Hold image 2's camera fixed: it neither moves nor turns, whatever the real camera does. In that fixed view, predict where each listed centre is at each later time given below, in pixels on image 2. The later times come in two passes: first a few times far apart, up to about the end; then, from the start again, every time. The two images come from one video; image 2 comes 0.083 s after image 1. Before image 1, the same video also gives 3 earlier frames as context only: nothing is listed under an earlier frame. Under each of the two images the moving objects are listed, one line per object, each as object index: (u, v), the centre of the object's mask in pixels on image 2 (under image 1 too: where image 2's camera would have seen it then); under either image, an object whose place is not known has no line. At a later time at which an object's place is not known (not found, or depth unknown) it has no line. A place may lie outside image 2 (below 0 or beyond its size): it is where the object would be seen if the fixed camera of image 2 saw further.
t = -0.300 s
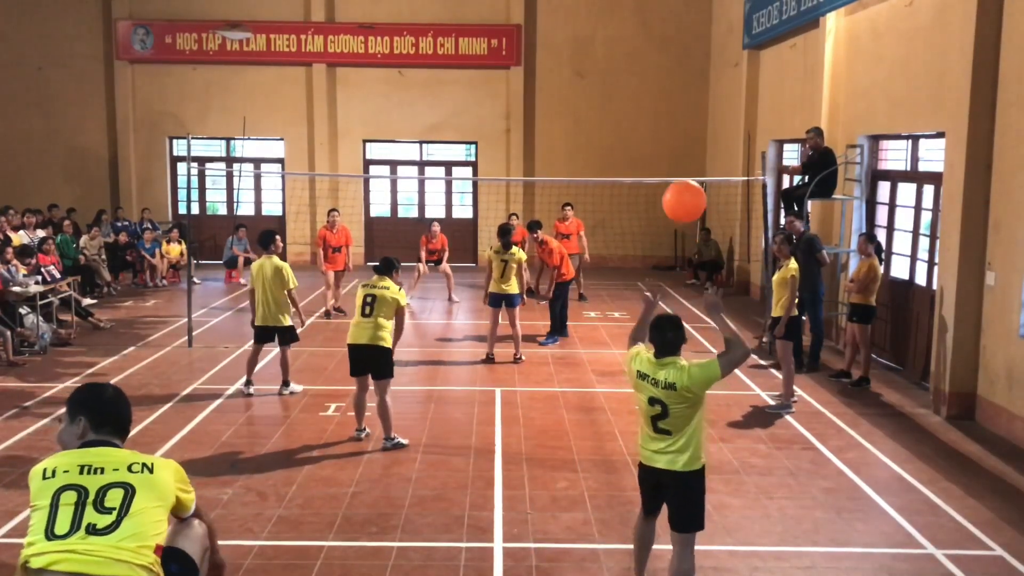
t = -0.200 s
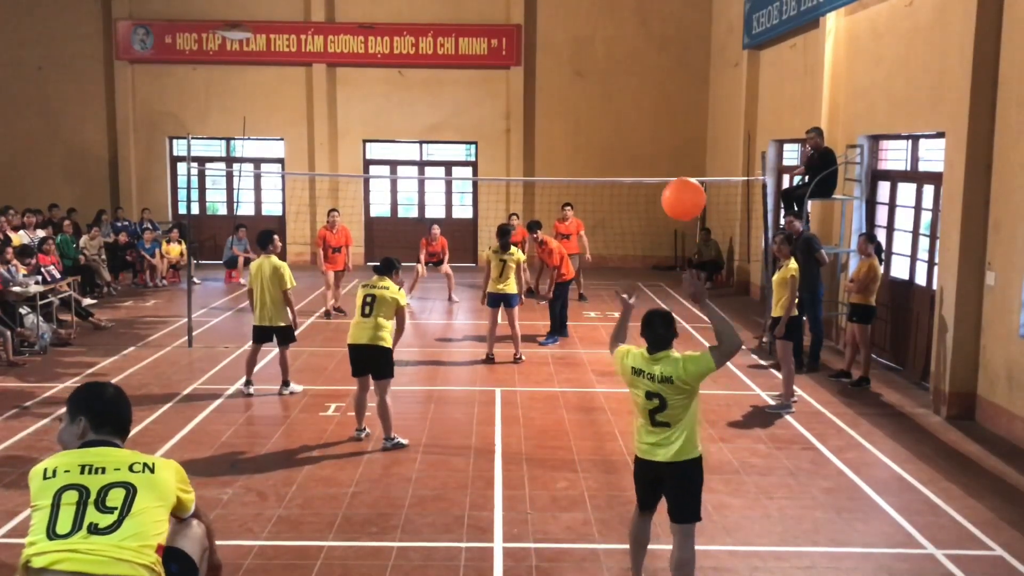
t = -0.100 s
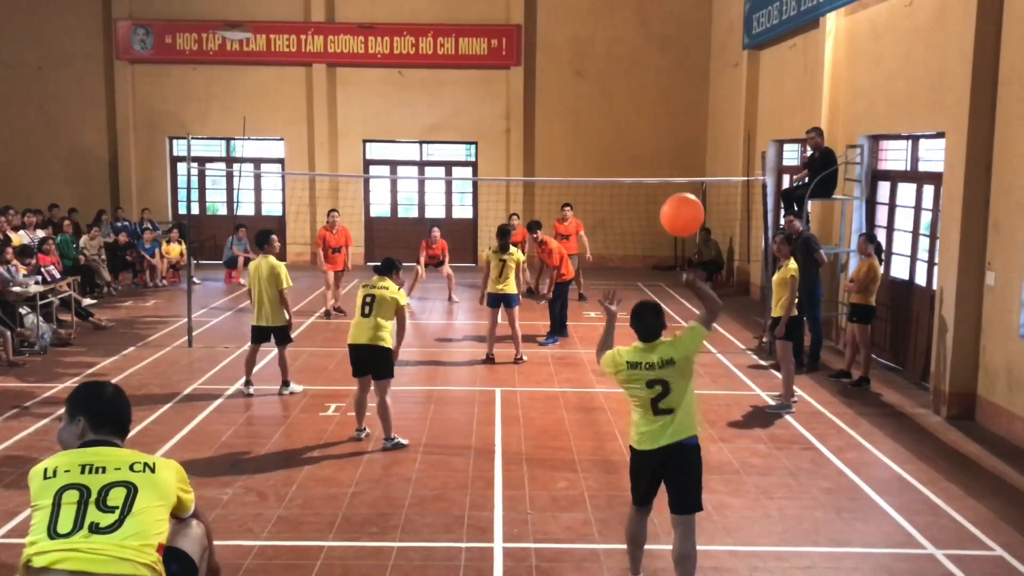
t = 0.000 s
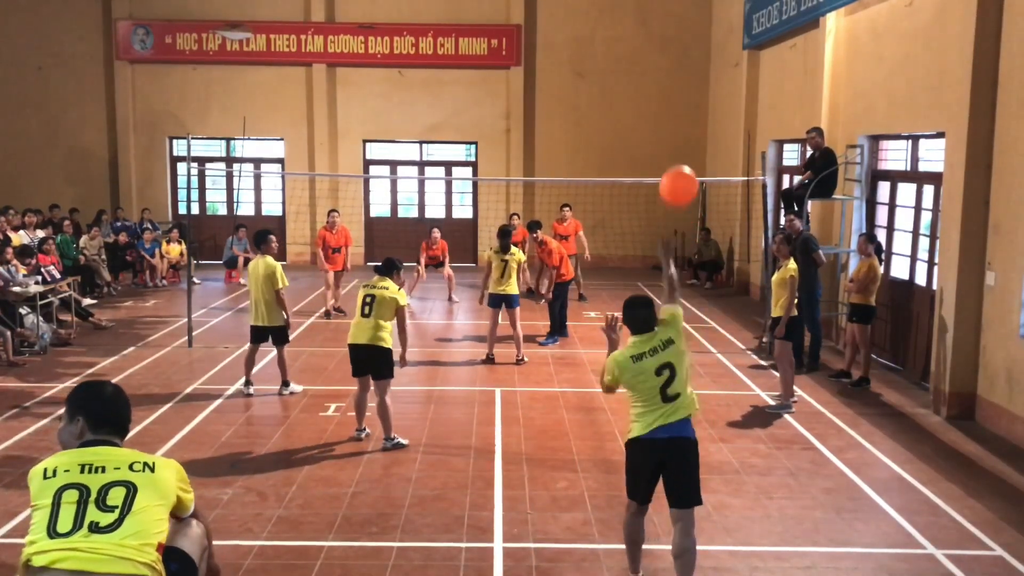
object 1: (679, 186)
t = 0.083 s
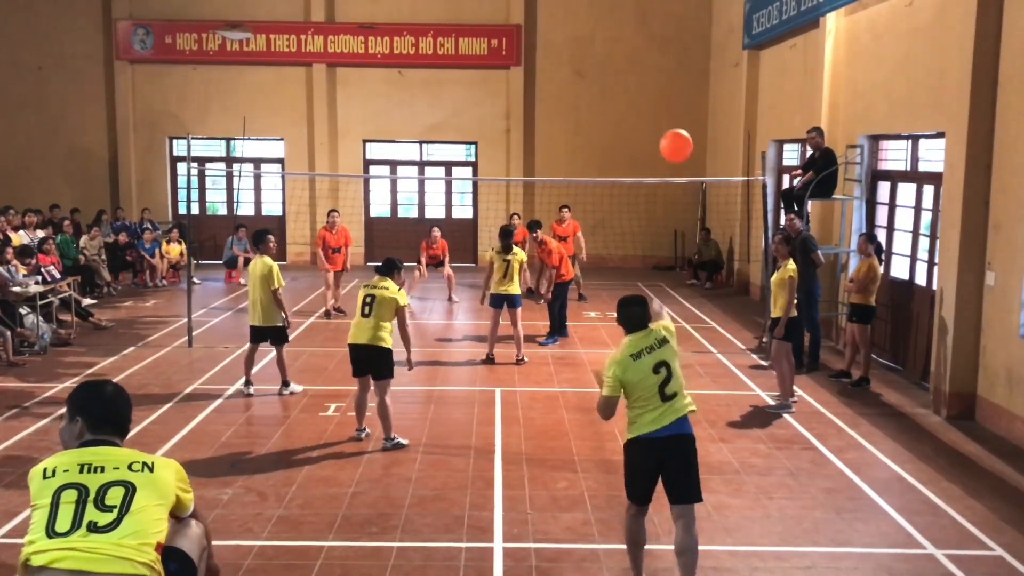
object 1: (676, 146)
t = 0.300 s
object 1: (667, 121)
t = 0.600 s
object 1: (647, 162)
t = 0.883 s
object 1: (631, 233)
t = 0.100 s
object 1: (675, 141)
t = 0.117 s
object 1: (675, 137)
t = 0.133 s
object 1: (674, 134)
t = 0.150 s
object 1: (674, 131)
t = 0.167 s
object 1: (674, 129)
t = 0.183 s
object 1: (673, 126)
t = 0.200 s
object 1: (673, 124)
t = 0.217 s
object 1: (672, 122)
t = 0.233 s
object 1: (672, 121)
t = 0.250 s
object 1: (670, 121)
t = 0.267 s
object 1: (670, 120)
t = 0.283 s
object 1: (669, 120)
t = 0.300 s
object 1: (667, 121)
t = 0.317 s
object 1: (666, 121)
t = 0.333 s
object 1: (666, 122)
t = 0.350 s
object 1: (665, 123)
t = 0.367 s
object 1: (664, 125)
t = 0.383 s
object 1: (663, 127)
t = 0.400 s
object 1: (662, 129)
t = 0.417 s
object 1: (660, 131)
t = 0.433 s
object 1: (659, 133)
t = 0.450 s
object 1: (658, 136)
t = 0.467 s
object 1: (657, 138)
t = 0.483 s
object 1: (655, 141)
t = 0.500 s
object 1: (654, 144)
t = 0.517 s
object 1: (653, 146)
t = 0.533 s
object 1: (652, 149)
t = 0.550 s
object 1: (651, 152)
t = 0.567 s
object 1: (650, 156)
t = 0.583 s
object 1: (648, 159)
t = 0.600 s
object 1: (647, 162)
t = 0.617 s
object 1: (647, 166)
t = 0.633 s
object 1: (646, 169)
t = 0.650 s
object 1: (644, 171)
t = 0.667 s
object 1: (644, 175)
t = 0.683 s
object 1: (643, 181)
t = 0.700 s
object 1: (642, 187)
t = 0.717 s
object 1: (641, 190)
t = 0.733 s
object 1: (640, 193)
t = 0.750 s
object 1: (639, 197)
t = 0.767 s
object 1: (638, 202)
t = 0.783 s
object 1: (637, 206)
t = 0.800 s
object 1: (636, 211)
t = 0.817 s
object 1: (635, 215)
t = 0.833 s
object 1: (634, 219)
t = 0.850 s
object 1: (633, 224)
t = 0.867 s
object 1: (632, 229)
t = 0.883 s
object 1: (631, 233)
